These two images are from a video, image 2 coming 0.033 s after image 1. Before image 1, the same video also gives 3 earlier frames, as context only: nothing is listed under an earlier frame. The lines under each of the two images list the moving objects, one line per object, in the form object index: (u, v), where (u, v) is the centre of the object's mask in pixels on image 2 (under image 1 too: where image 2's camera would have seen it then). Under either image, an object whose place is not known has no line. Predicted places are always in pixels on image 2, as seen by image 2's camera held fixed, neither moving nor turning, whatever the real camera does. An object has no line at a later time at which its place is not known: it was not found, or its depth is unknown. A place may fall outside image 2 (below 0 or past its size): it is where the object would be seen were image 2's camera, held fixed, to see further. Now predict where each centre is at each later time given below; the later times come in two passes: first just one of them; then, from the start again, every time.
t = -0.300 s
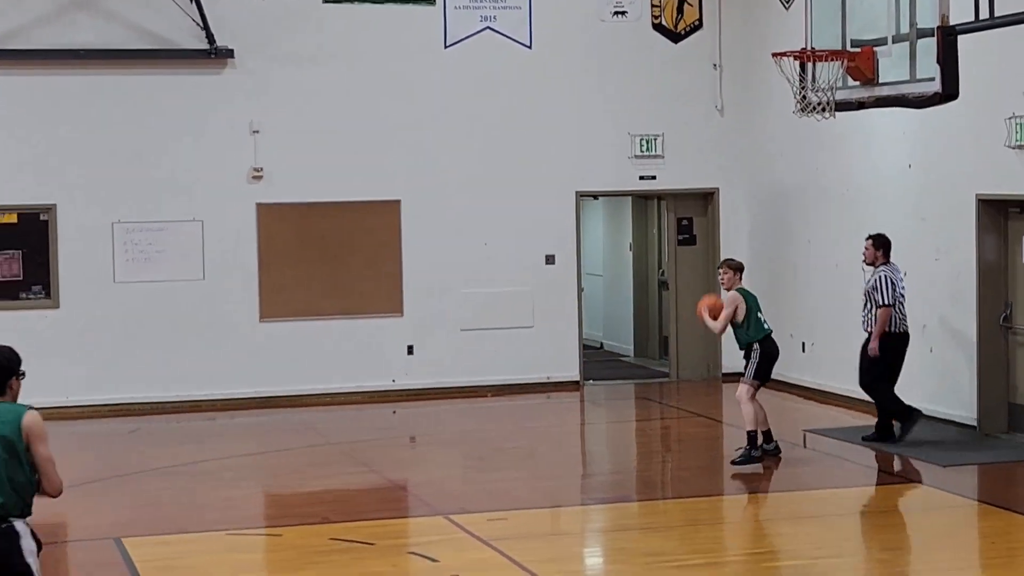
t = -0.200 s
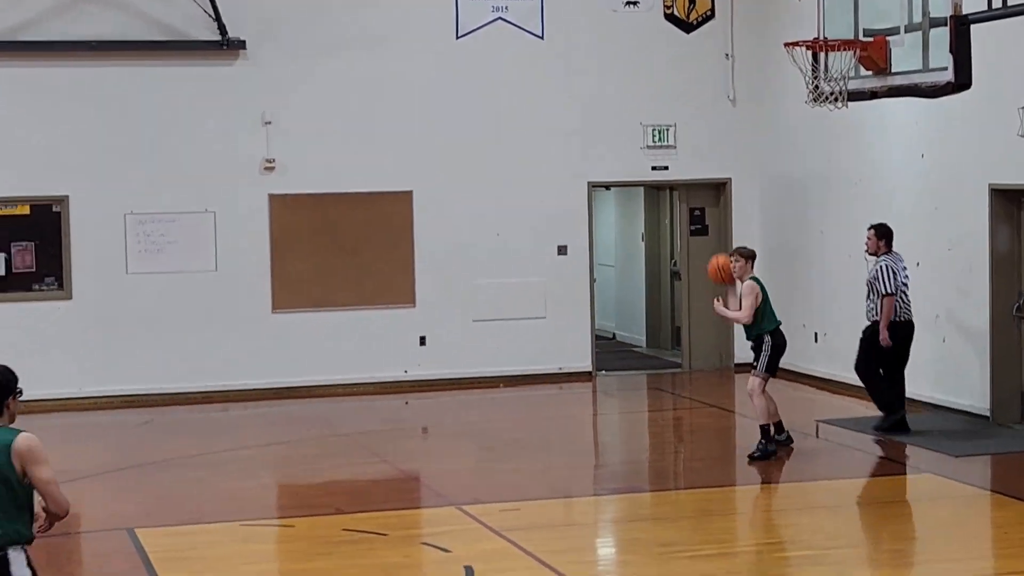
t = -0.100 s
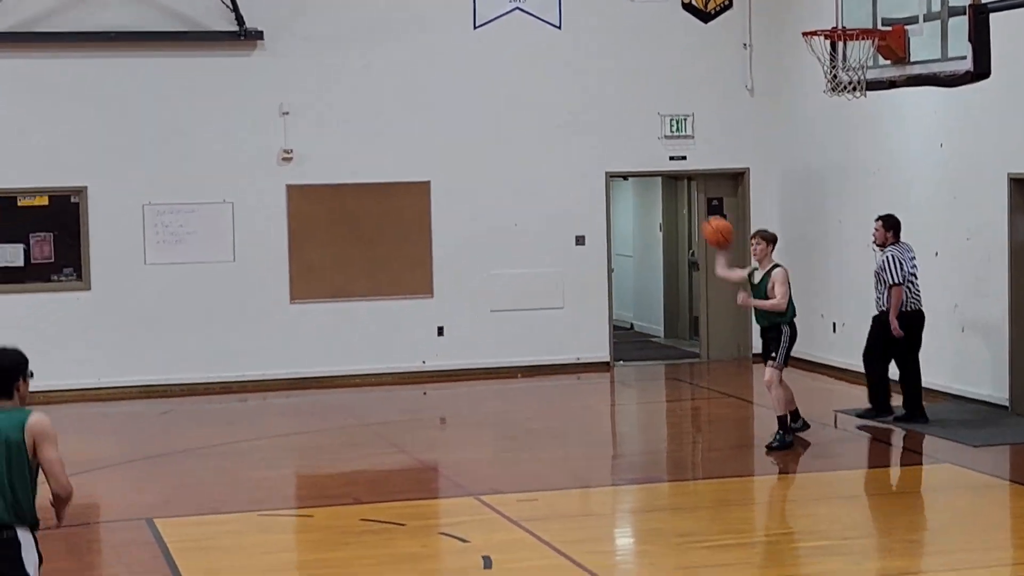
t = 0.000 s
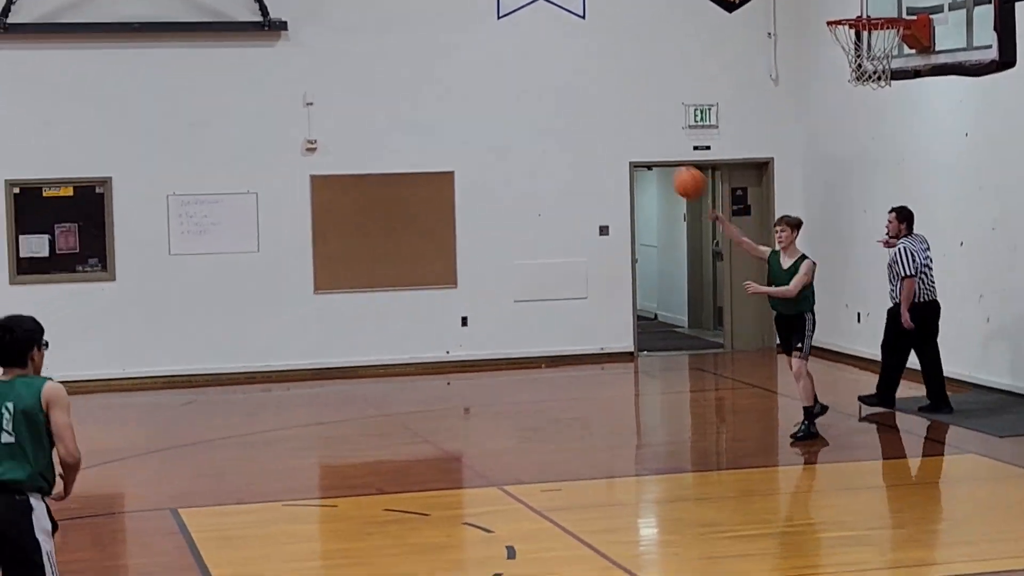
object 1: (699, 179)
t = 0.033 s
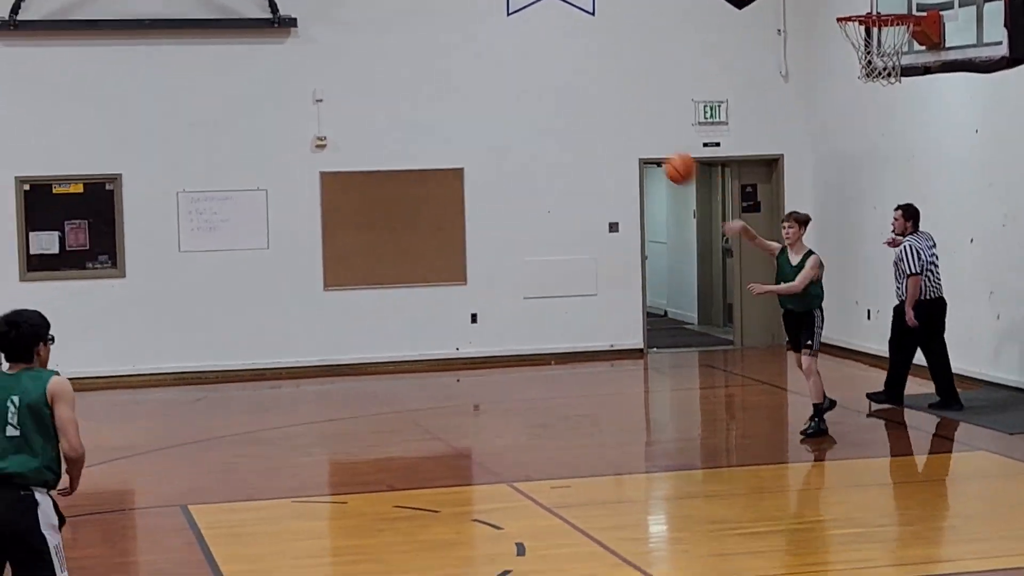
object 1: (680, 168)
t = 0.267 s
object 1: (523, 114)
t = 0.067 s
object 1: (661, 158)
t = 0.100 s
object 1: (641, 148)
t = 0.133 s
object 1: (619, 139)
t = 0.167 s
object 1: (596, 131)
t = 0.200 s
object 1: (574, 125)
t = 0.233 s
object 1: (549, 119)
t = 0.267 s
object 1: (523, 114)
